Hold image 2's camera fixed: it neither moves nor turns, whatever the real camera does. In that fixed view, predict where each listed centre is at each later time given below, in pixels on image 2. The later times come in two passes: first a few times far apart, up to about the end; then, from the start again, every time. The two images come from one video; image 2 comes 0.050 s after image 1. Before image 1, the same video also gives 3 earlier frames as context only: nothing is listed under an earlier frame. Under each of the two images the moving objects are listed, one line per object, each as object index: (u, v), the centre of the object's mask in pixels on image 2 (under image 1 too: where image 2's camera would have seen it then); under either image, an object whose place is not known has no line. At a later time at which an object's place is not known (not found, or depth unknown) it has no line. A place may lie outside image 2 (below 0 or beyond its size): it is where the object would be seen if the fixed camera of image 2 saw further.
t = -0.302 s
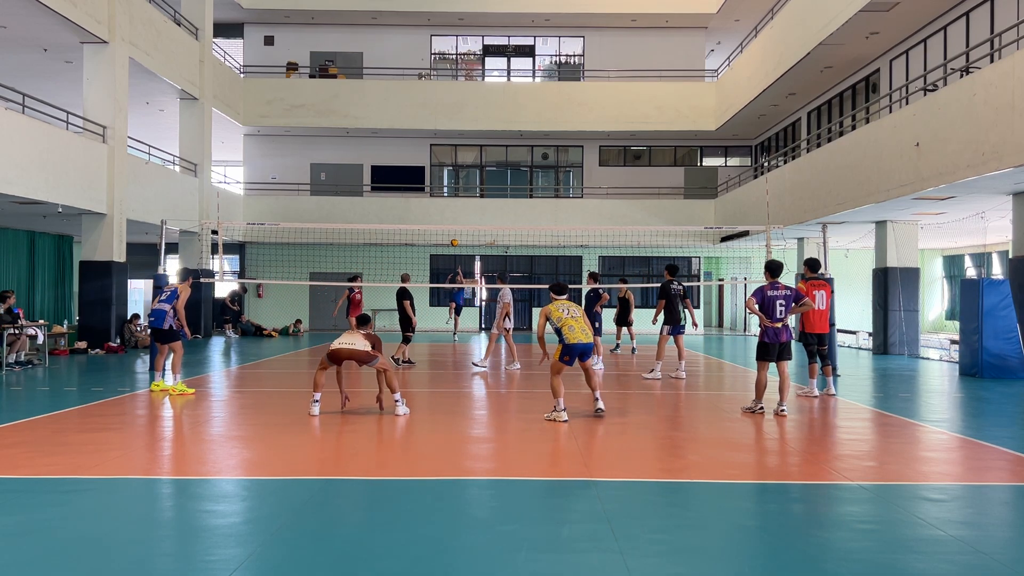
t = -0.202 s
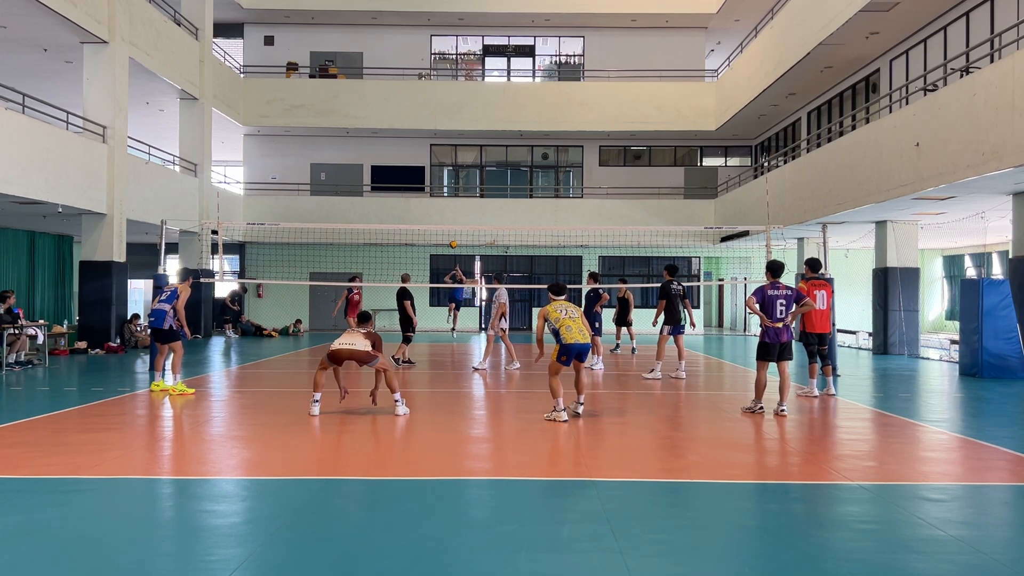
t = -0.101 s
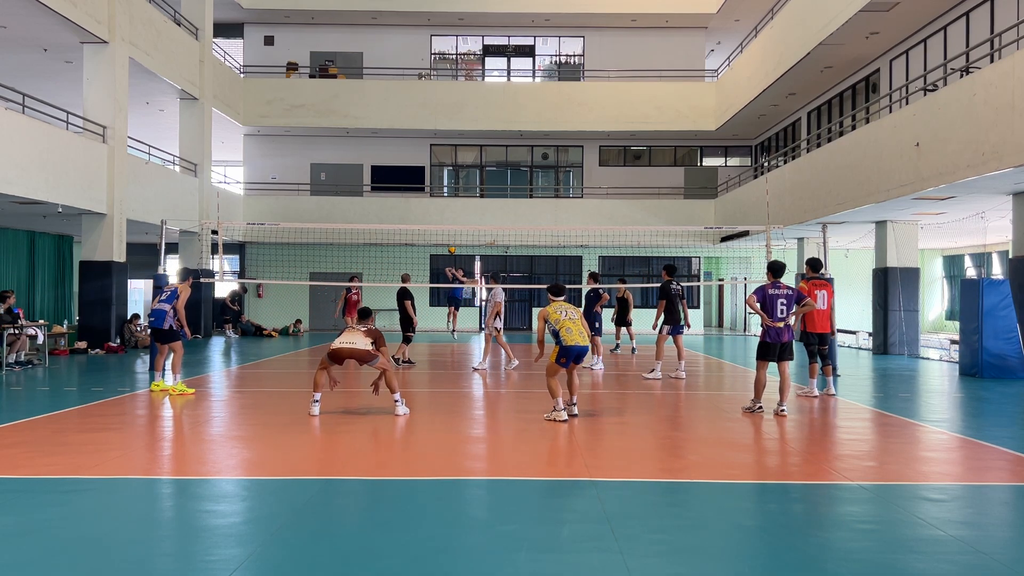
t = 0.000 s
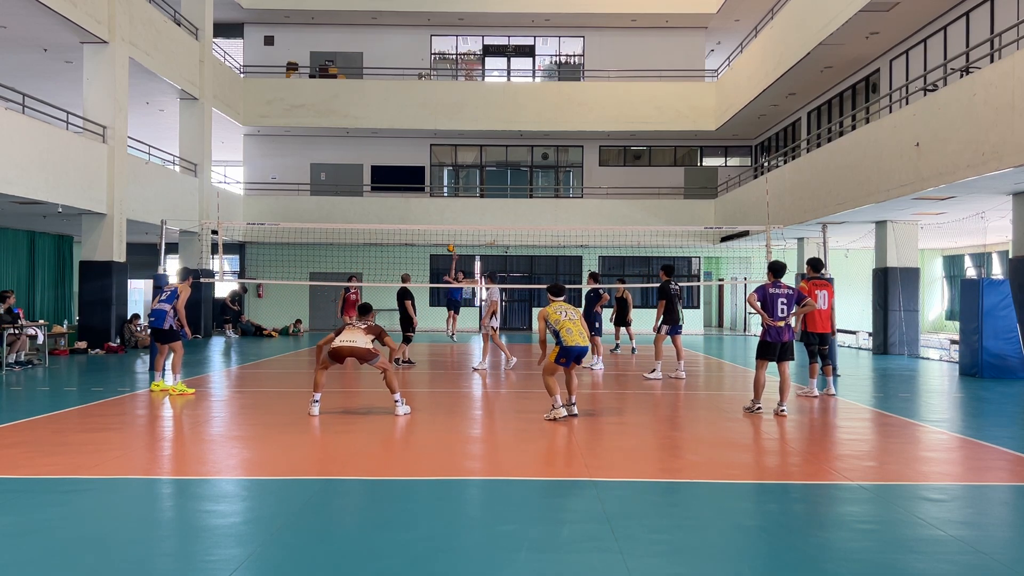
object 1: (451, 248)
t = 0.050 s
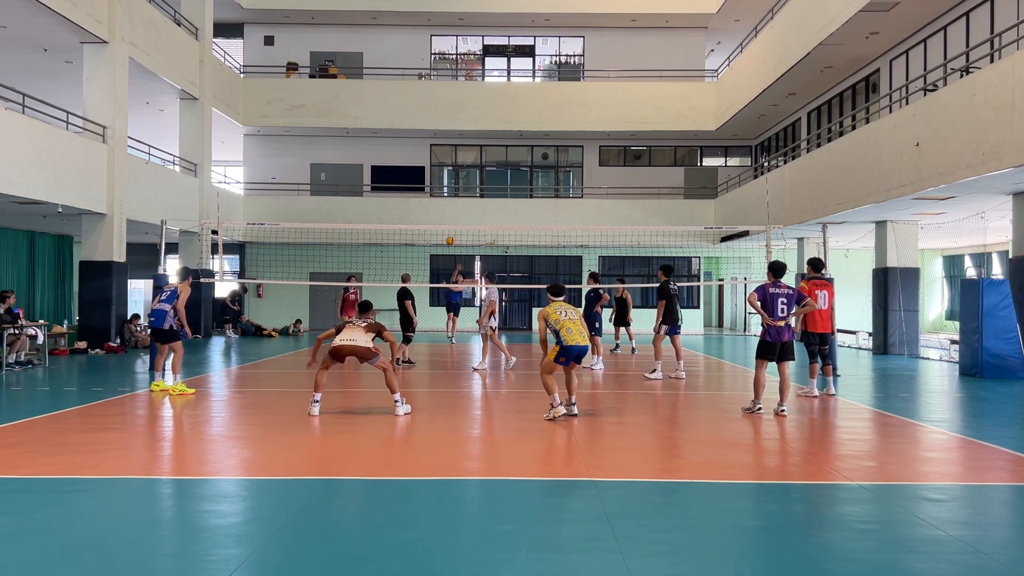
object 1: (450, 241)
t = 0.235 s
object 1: (446, 217)
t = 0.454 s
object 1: (437, 206)
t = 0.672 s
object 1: (430, 220)
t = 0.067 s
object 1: (450, 238)
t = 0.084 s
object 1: (449, 236)
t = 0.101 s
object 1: (450, 233)
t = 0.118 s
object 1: (449, 232)
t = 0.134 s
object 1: (448, 231)
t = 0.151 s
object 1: (448, 224)
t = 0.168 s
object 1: (448, 223)
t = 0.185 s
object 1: (447, 222)
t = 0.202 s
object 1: (447, 220)
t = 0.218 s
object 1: (446, 218)
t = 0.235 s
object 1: (446, 217)
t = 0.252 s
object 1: (445, 215)
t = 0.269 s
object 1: (445, 213)
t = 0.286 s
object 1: (444, 212)
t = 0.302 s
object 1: (443, 211)
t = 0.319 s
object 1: (443, 209)
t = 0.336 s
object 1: (442, 209)
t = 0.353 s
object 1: (441, 208)
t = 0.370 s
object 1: (440, 207)
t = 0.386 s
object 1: (440, 207)
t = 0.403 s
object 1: (439, 206)
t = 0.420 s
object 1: (438, 206)
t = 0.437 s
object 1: (437, 206)
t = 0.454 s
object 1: (437, 206)
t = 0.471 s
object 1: (436, 206)
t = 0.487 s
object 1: (435, 207)
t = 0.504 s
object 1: (435, 207)
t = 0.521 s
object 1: (434, 208)
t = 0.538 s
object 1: (434, 209)
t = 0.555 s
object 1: (433, 209)
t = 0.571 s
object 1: (433, 211)
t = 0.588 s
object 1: (432, 212)
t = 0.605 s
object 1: (432, 213)
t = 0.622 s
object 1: (431, 215)
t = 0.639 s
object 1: (431, 216)
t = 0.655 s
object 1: (430, 218)
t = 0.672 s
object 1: (430, 220)
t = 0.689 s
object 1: (429, 223)
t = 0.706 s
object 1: (428, 226)
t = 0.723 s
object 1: (428, 229)
